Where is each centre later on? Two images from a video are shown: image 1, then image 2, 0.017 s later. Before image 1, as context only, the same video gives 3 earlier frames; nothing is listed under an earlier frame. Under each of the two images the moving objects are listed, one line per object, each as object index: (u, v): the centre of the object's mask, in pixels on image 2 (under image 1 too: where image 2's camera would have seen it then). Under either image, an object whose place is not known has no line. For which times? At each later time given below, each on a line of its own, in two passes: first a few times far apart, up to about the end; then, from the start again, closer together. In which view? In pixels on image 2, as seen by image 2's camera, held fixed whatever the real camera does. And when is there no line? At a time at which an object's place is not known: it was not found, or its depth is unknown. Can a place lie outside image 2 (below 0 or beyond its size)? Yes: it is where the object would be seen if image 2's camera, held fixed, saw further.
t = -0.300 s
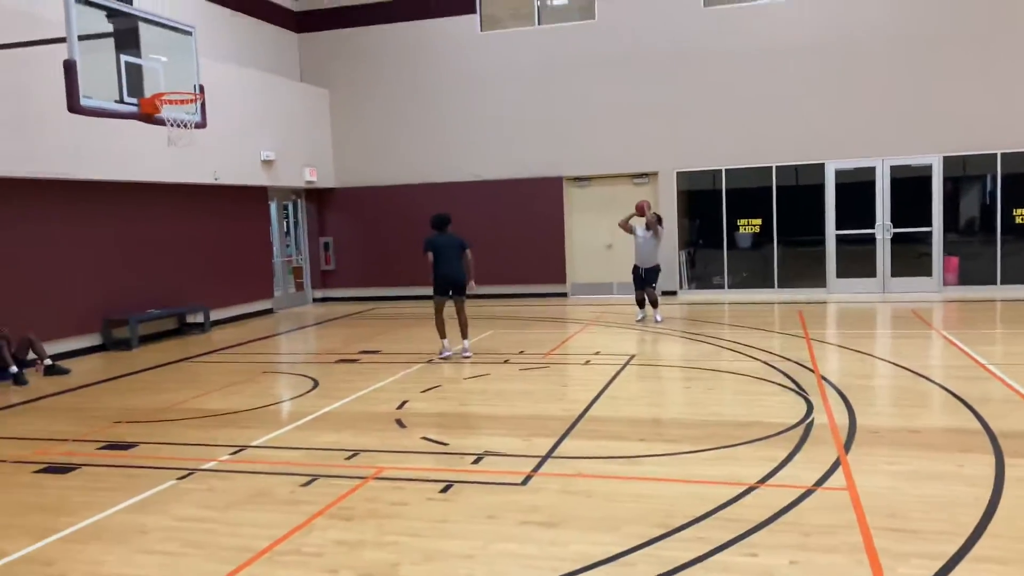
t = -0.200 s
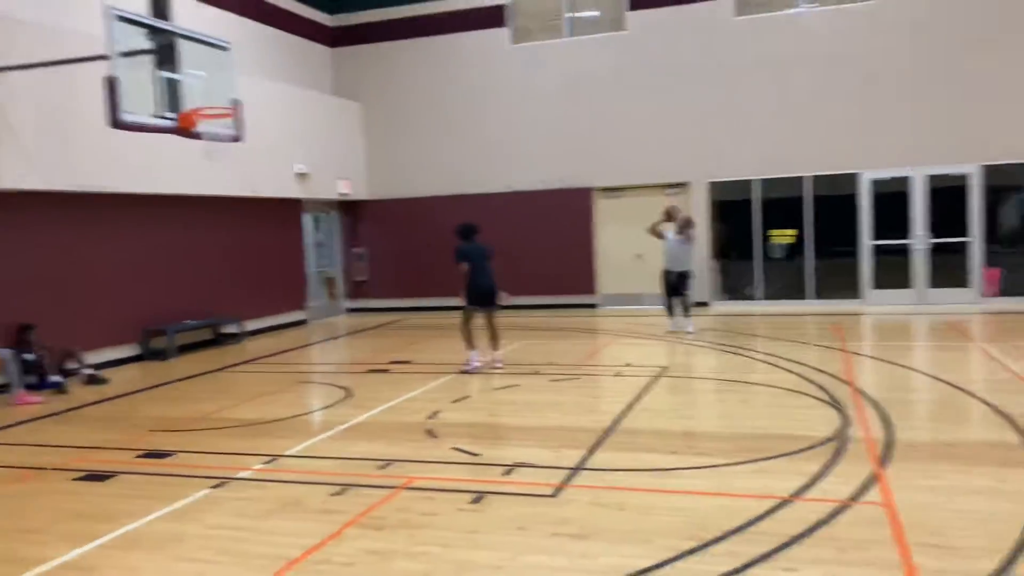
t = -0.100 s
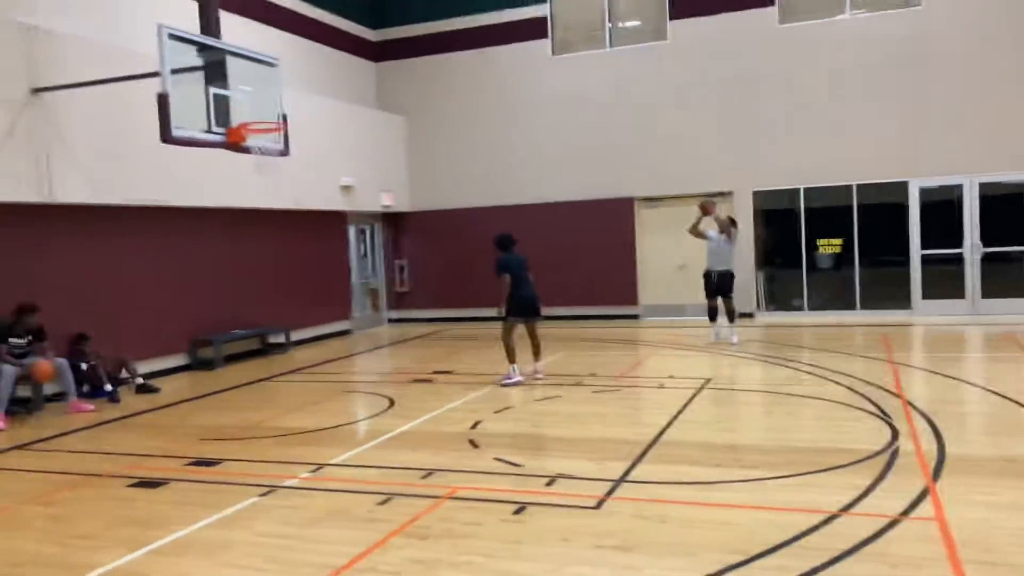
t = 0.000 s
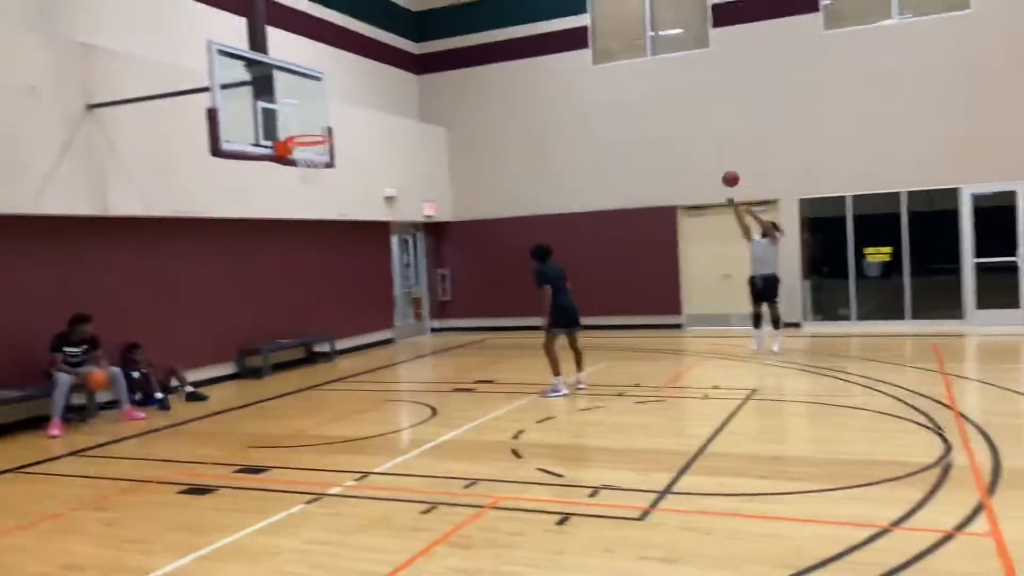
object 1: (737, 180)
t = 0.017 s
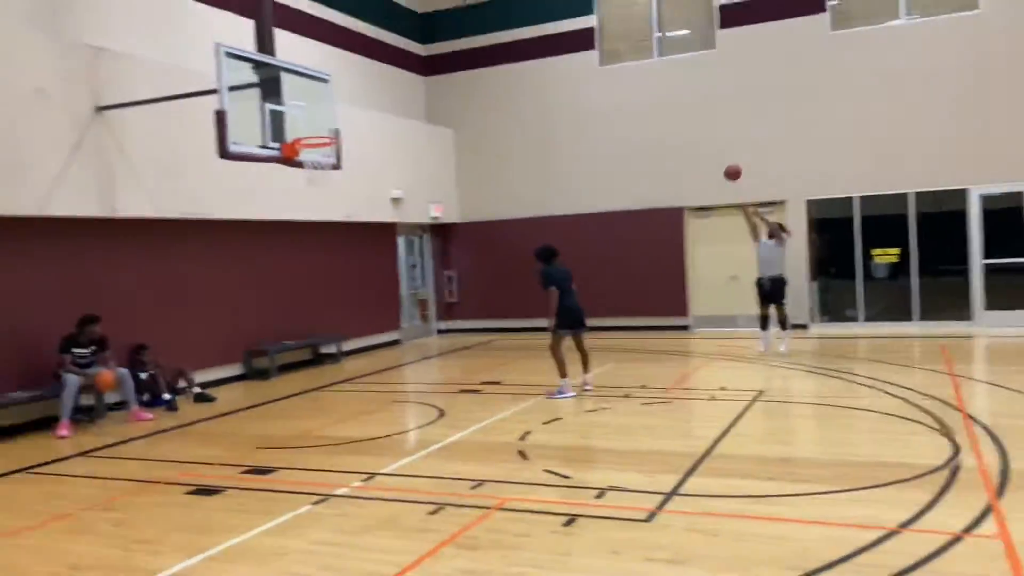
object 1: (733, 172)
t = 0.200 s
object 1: (675, 103)
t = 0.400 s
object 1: (608, 50)
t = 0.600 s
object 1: (538, 23)
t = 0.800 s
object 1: (461, 26)
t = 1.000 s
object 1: (380, 65)
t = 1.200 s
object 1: (308, 127)
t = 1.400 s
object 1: (373, 82)
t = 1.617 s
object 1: (438, 75)
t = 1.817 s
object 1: (492, 103)
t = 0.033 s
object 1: (728, 165)
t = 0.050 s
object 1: (723, 158)
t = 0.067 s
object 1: (717, 152)
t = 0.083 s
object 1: (712, 145)
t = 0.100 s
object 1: (707, 139)
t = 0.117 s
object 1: (702, 132)
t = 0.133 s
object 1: (696, 126)
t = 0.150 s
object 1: (691, 120)
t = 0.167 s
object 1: (686, 114)
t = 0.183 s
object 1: (680, 109)
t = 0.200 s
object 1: (675, 103)
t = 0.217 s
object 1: (670, 98)
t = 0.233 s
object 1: (664, 93)
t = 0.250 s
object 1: (659, 88)
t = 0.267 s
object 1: (653, 83)
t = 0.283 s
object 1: (648, 78)
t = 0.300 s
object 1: (642, 73)
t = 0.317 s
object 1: (636, 69)
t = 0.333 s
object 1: (631, 65)
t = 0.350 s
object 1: (625, 61)
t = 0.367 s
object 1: (620, 58)
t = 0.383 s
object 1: (614, 54)
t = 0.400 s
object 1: (608, 50)
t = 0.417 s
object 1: (602, 47)
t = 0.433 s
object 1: (596, 43)
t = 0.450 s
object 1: (591, 40)
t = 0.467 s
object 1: (587, 38)
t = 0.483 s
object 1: (580, 36)
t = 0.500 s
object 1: (574, 33)
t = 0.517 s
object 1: (568, 32)
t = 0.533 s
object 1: (561, 28)
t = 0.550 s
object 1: (555, 27)
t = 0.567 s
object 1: (550, 25)
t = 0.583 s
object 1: (544, 23)
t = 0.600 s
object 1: (538, 23)
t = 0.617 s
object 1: (532, 21)
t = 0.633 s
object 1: (525, 20)
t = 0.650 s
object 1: (520, 20)
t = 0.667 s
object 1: (512, 20)
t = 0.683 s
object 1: (507, 20)
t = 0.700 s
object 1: (501, 20)
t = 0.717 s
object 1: (494, 21)
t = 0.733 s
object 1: (488, 21)
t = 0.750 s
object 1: (481, 23)
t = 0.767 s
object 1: (475, 23)
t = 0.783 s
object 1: (469, 25)
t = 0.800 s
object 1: (461, 26)
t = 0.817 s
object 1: (455, 28)
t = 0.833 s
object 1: (449, 30)
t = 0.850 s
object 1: (442, 32)
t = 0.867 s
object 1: (436, 34)
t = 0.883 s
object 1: (429, 37)
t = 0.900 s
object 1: (423, 41)
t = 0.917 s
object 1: (415, 44)
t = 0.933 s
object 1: (409, 49)
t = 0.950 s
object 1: (400, 54)
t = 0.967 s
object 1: (394, 56)
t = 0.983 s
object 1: (390, 60)
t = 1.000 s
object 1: (380, 65)
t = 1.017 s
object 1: (373, 71)
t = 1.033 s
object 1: (366, 76)
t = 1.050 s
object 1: (359, 82)
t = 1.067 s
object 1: (351, 88)
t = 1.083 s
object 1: (344, 93)
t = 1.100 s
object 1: (336, 100)
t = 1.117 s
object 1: (329, 107)
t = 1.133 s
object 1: (322, 114)
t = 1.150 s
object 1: (314, 121)
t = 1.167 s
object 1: (307, 128)
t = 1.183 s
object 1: (303, 131)
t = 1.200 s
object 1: (308, 127)
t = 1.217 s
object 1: (314, 122)
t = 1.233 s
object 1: (320, 117)
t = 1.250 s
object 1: (325, 113)
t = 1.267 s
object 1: (330, 108)
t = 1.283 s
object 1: (335, 104)
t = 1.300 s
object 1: (341, 100)
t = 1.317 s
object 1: (347, 97)
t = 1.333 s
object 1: (353, 93)
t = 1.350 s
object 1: (358, 90)
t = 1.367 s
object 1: (363, 87)
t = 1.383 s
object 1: (368, 85)
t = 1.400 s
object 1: (373, 82)
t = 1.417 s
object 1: (378, 81)
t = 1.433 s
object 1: (383, 79)
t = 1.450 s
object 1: (388, 78)
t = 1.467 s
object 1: (393, 76)
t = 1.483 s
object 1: (398, 75)
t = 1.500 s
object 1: (403, 74)
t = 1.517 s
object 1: (408, 73)
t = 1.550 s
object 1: (418, 73)
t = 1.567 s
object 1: (423, 73)
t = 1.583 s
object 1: (428, 74)
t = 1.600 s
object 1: (432, 74)
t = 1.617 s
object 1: (438, 75)
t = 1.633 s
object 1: (442, 76)
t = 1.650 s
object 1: (446, 78)
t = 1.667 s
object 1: (451, 80)
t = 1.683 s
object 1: (456, 82)
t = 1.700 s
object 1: (460, 84)
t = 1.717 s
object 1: (465, 87)
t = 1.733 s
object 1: (470, 89)
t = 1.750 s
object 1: (474, 91)
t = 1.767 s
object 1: (479, 94)
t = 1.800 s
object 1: (488, 100)
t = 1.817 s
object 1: (492, 103)
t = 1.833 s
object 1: (496, 107)
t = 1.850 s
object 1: (500, 111)
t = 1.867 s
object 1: (505, 114)
